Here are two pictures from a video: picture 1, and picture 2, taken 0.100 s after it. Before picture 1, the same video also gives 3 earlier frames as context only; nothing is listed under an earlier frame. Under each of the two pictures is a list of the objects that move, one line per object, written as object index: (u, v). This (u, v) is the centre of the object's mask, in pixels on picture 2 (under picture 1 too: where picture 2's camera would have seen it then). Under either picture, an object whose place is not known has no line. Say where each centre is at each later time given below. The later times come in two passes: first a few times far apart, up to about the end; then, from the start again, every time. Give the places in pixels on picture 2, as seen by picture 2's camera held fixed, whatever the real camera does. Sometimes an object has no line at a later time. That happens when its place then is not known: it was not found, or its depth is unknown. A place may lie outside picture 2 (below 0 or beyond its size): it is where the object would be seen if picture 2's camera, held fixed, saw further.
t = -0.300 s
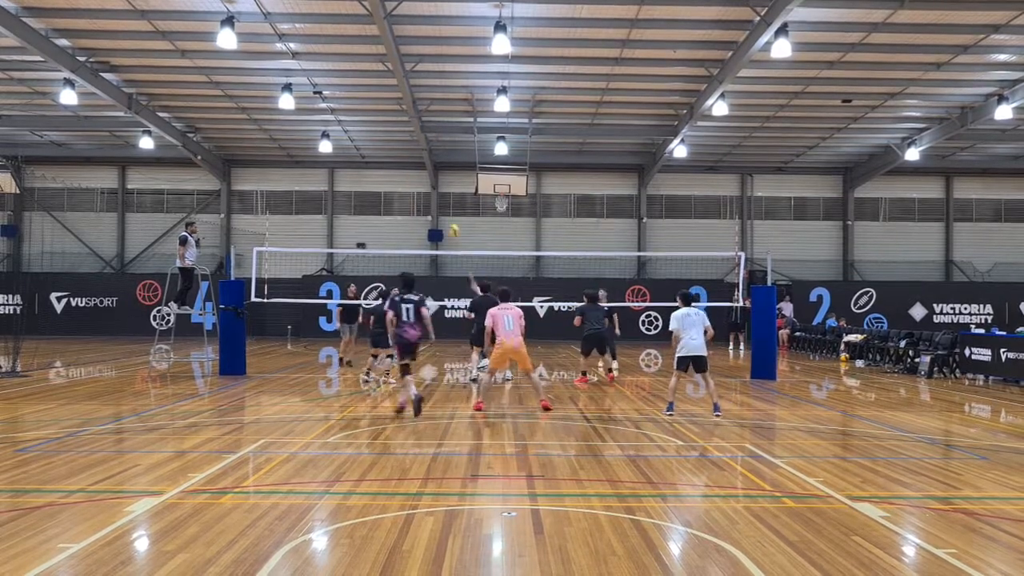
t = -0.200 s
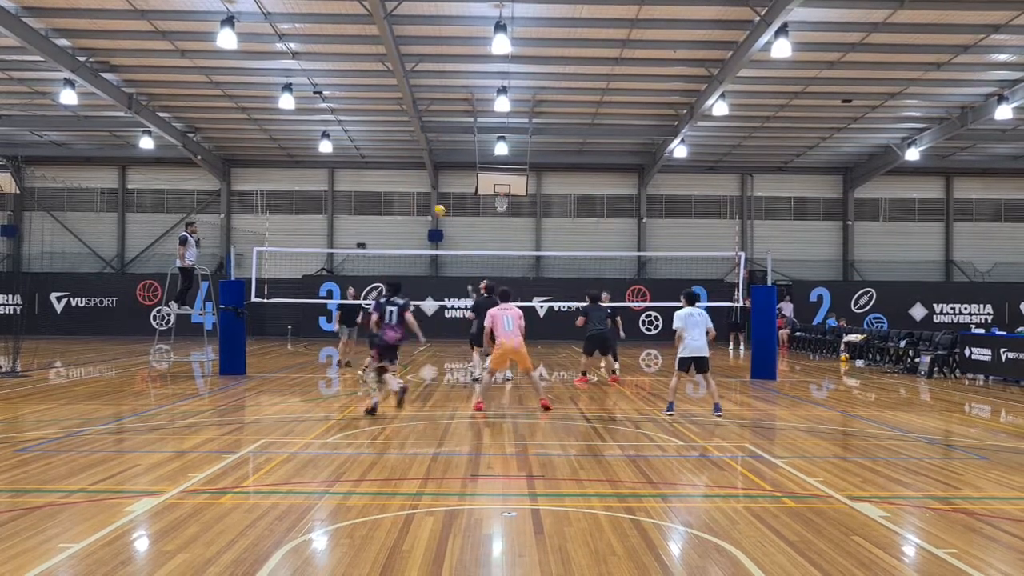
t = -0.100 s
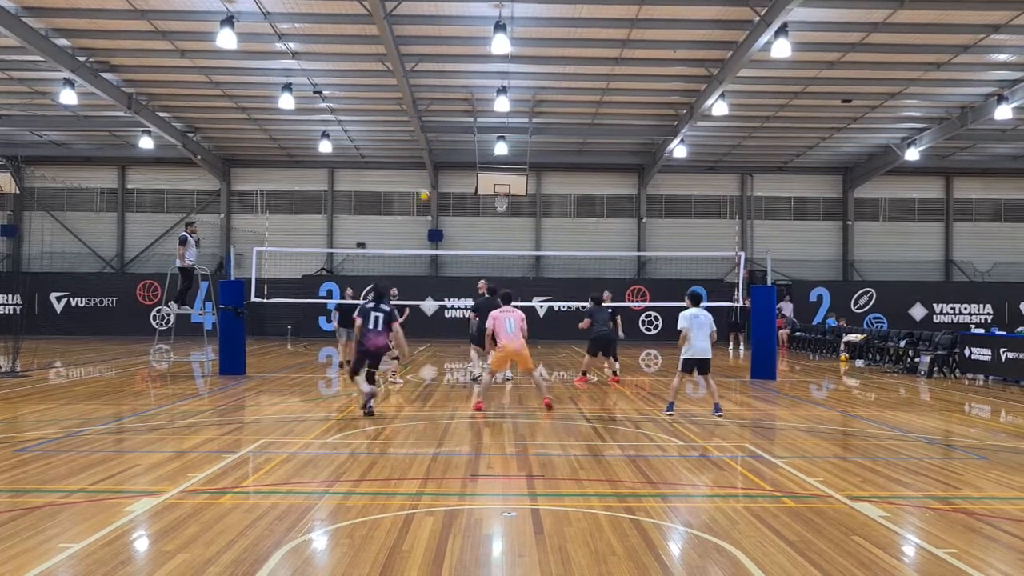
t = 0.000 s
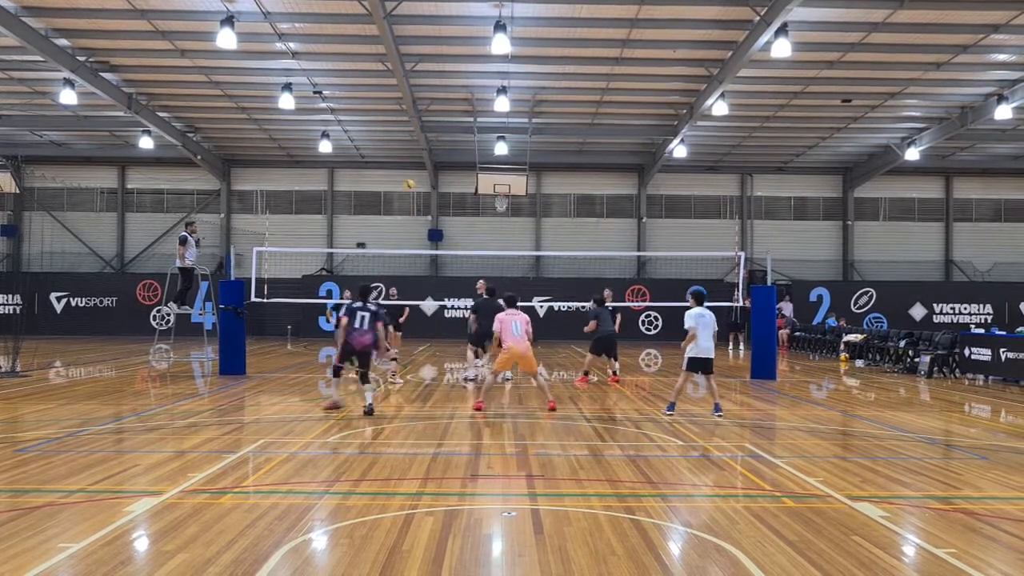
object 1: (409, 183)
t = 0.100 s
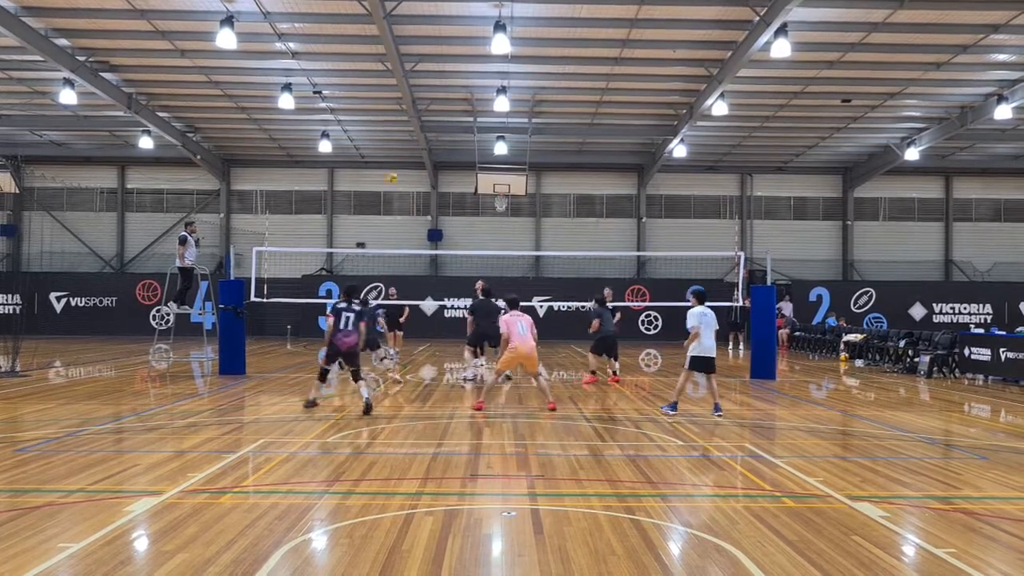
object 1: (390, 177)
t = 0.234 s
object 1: (372, 177)
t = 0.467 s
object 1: (338, 196)
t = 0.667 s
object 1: (307, 233)
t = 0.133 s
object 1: (388, 177)
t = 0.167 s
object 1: (383, 177)
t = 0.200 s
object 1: (377, 177)
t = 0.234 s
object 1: (372, 177)
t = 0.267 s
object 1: (367, 179)
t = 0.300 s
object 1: (362, 180)
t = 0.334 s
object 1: (357, 182)
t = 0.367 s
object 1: (352, 185)
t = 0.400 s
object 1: (347, 189)
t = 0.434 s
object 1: (342, 192)
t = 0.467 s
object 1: (338, 196)
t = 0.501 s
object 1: (332, 201)
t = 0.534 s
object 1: (327, 207)
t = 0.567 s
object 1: (323, 212)
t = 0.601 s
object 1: (318, 218)
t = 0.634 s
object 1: (313, 224)
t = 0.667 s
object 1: (307, 233)
